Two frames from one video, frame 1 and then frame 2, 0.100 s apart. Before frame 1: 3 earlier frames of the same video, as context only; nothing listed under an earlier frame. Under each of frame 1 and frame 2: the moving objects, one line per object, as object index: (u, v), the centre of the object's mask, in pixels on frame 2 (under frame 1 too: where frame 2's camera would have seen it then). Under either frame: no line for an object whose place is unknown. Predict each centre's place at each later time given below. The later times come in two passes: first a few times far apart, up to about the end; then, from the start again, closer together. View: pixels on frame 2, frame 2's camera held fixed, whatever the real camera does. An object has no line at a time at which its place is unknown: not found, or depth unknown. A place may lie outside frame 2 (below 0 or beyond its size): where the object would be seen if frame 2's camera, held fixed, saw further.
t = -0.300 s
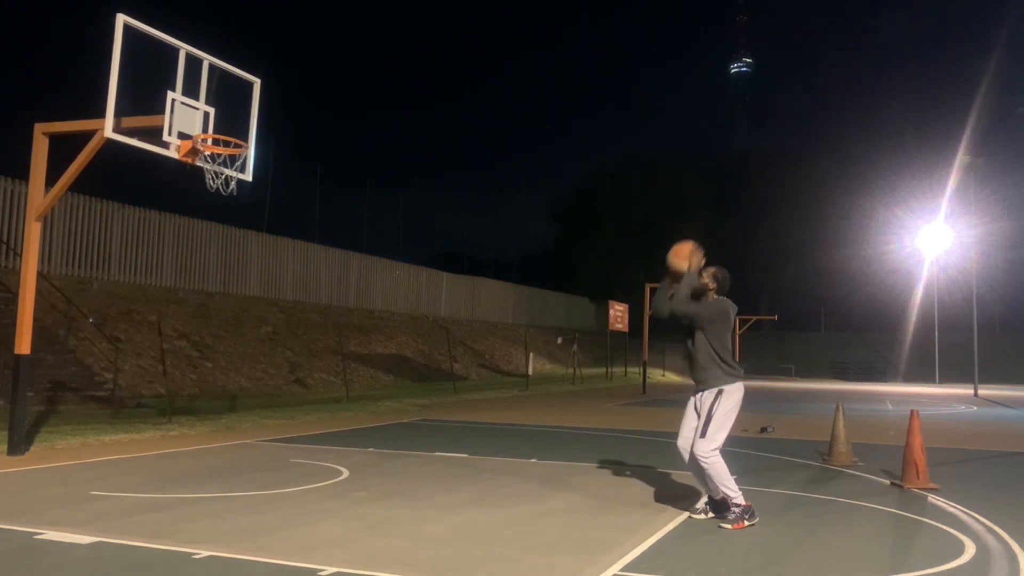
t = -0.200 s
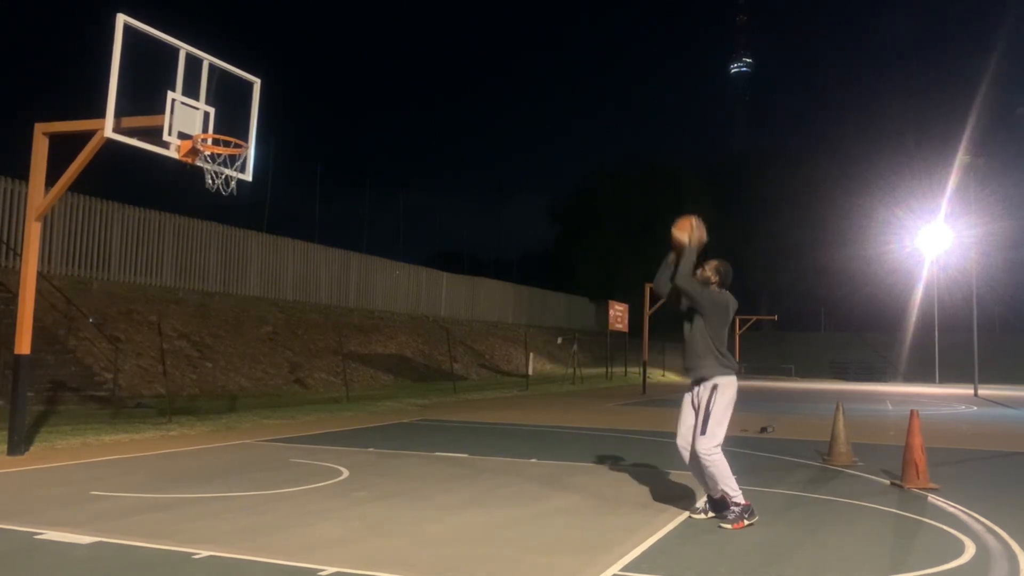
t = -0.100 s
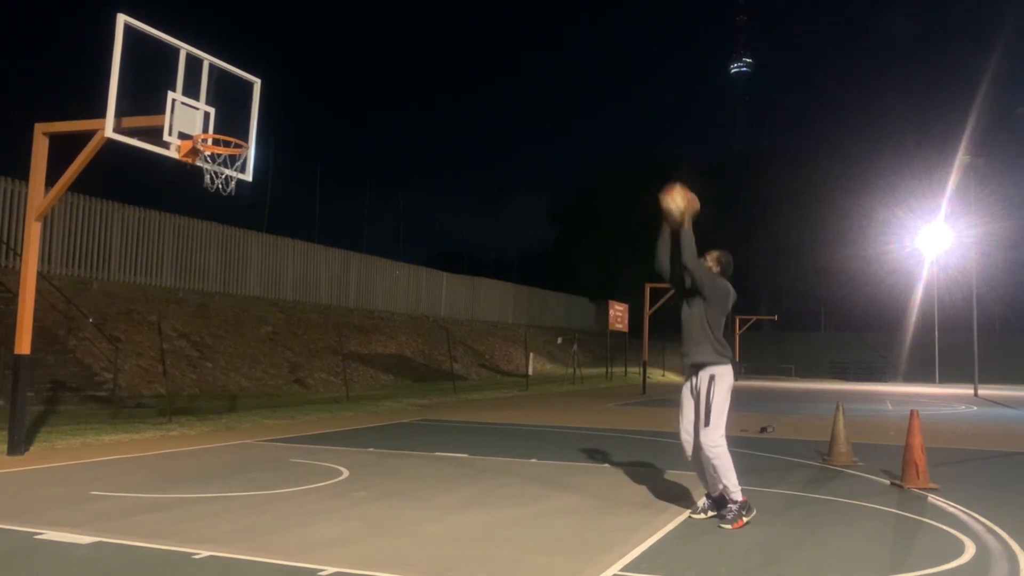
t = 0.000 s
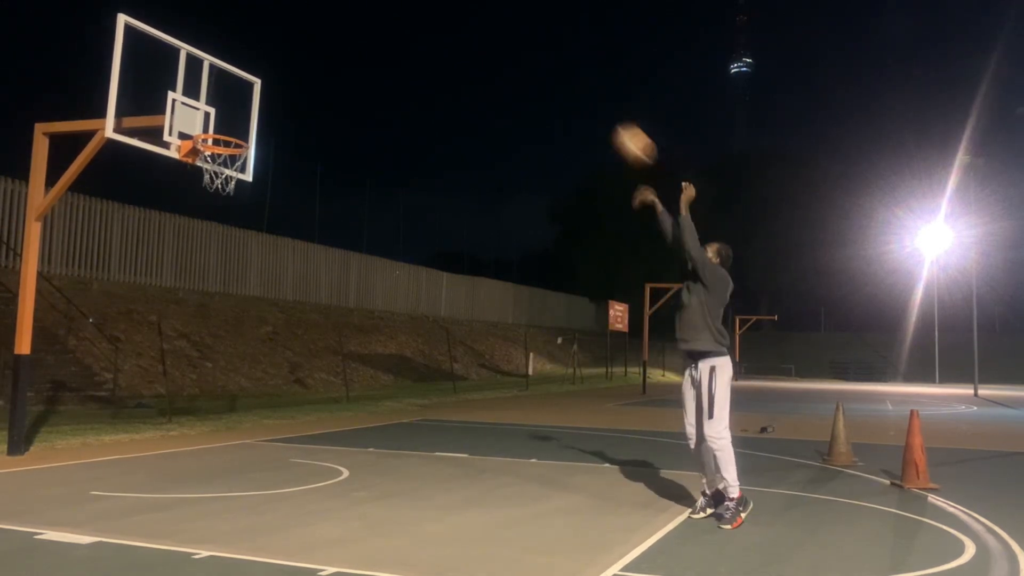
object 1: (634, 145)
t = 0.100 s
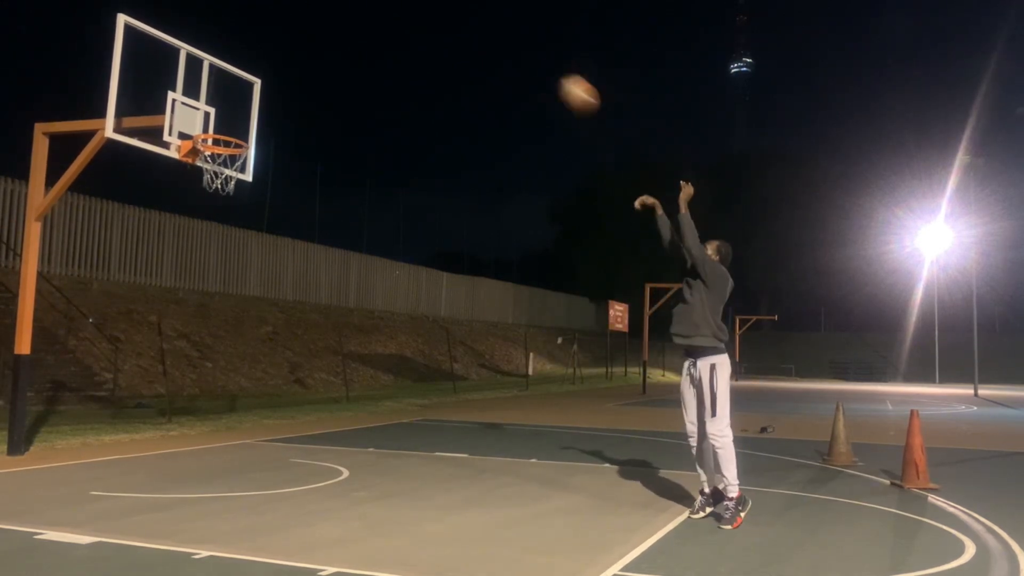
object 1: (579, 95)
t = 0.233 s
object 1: (510, 50)
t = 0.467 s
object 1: (401, 29)
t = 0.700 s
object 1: (304, 68)
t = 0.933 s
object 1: (222, 141)
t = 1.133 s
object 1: (225, 154)
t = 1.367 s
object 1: (227, 174)
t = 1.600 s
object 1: (221, 229)
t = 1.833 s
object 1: (210, 344)
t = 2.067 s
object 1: (202, 424)
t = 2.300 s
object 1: (203, 343)
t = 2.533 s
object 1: (201, 320)
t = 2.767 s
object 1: (196, 354)
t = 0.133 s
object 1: (561, 80)
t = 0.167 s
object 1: (543, 69)
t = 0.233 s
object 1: (510, 50)
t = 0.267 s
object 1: (493, 42)
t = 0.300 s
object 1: (478, 37)
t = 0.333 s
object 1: (462, 33)
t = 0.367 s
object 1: (446, 30)
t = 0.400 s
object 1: (431, 28)
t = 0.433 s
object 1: (416, 27)
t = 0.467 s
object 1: (401, 29)
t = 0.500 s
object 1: (387, 31)
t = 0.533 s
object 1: (373, 34)
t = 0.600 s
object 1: (345, 44)
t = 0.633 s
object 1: (331, 51)
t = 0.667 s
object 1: (318, 59)
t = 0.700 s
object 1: (304, 68)
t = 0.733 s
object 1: (291, 79)
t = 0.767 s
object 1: (278, 89)
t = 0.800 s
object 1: (267, 101)
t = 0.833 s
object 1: (253, 114)
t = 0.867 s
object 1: (239, 127)
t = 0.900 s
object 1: (231, 134)
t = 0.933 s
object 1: (222, 141)
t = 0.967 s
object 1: (215, 146)
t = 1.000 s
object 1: (215, 148)
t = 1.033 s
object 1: (217, 150)
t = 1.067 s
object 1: (221, 153)
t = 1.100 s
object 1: (224, 154)
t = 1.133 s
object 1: (225, 154)
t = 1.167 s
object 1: (227, 155)
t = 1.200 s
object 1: (227, 155)
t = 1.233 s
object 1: (228, 157)
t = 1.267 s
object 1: (228, 160)
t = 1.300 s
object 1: (229, 164)
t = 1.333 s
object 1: (227, 169)
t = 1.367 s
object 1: (227, 174)
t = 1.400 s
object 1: (225, 178)
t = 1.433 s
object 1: (225, 184)
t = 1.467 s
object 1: (224, 190)
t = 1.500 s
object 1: (224, 199)
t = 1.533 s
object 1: (222, 207)
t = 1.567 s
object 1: (221, 217)
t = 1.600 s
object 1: (221, 229)
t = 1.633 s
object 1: (220, 242)
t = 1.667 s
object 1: (219, 256)
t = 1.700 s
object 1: (217, 273)
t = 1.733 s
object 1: (216, 289)
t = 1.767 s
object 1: (214, 306)
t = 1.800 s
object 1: (212, 324)
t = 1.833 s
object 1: (210, 344)
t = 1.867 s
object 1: (209, 365)
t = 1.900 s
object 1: (207, 388)
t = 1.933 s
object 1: (206, 410)
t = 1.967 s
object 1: (203, 434)
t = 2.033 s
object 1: (201, 445)
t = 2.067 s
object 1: (202, 424)
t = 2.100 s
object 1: (202, 409)
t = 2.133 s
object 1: (203, 396)
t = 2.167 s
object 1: (203, 382)
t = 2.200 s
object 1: (203, 371)
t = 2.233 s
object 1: (203, 360)
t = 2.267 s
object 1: (203, 351)
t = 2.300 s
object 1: (203, 343)
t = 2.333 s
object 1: (203, 337)
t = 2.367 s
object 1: (203, 331)
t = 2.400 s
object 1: (203, 327)
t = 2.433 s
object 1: (203, 323)
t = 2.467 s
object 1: (202, 321)
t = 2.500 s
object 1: (202, 320)
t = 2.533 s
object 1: (201, 320)
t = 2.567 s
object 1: (201, 321)
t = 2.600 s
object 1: (200, 324)
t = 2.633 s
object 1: (199, 328)
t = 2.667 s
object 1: (199, 333)
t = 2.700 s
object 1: (198, 339)
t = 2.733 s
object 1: (197, 346)
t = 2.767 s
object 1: (196, 354)
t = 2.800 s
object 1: (195, 362)
